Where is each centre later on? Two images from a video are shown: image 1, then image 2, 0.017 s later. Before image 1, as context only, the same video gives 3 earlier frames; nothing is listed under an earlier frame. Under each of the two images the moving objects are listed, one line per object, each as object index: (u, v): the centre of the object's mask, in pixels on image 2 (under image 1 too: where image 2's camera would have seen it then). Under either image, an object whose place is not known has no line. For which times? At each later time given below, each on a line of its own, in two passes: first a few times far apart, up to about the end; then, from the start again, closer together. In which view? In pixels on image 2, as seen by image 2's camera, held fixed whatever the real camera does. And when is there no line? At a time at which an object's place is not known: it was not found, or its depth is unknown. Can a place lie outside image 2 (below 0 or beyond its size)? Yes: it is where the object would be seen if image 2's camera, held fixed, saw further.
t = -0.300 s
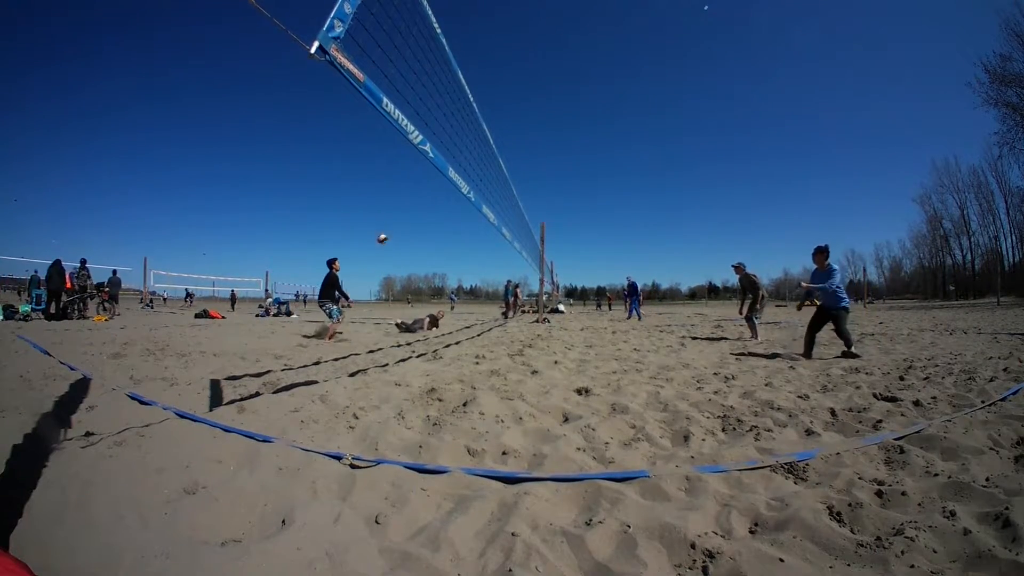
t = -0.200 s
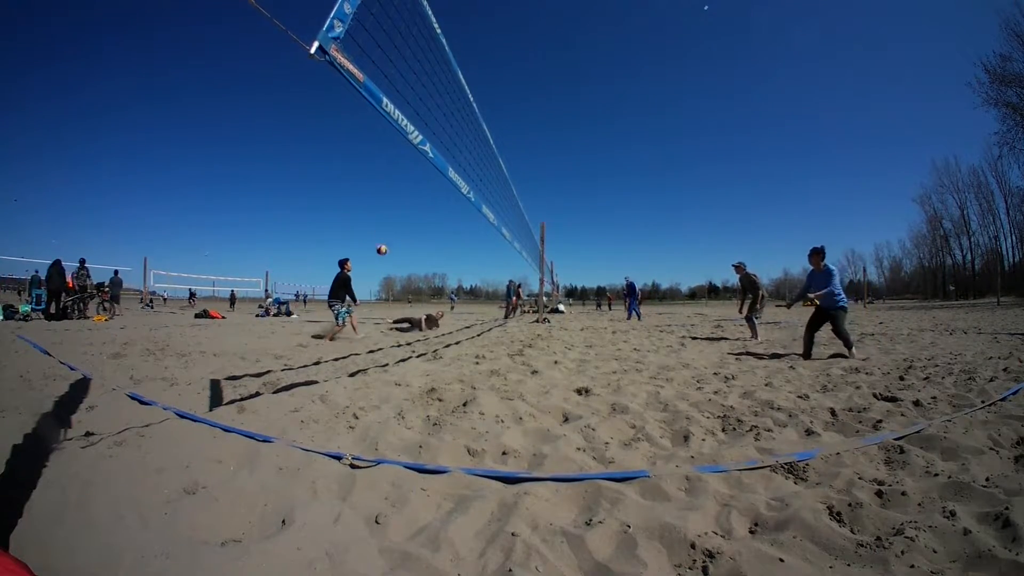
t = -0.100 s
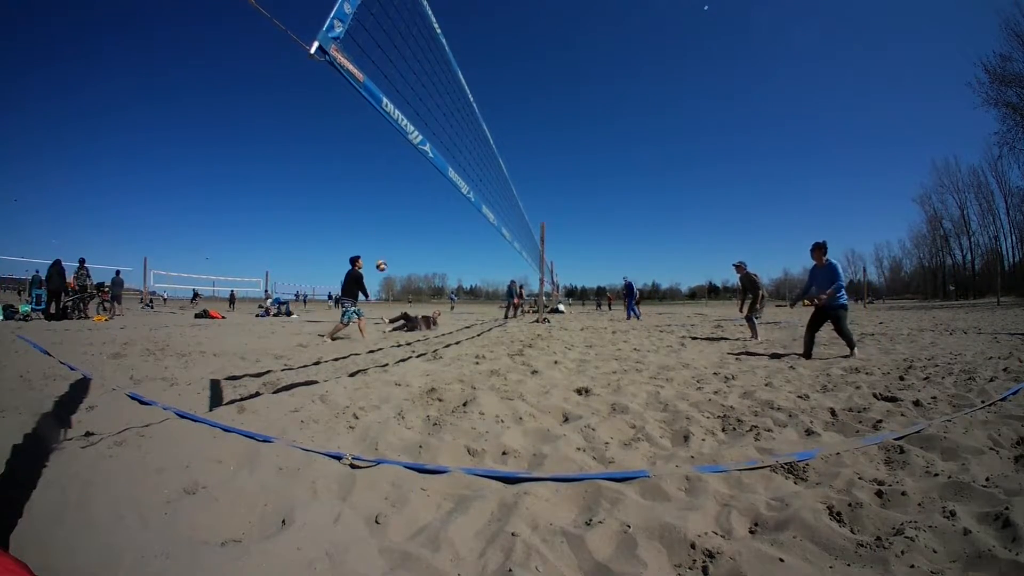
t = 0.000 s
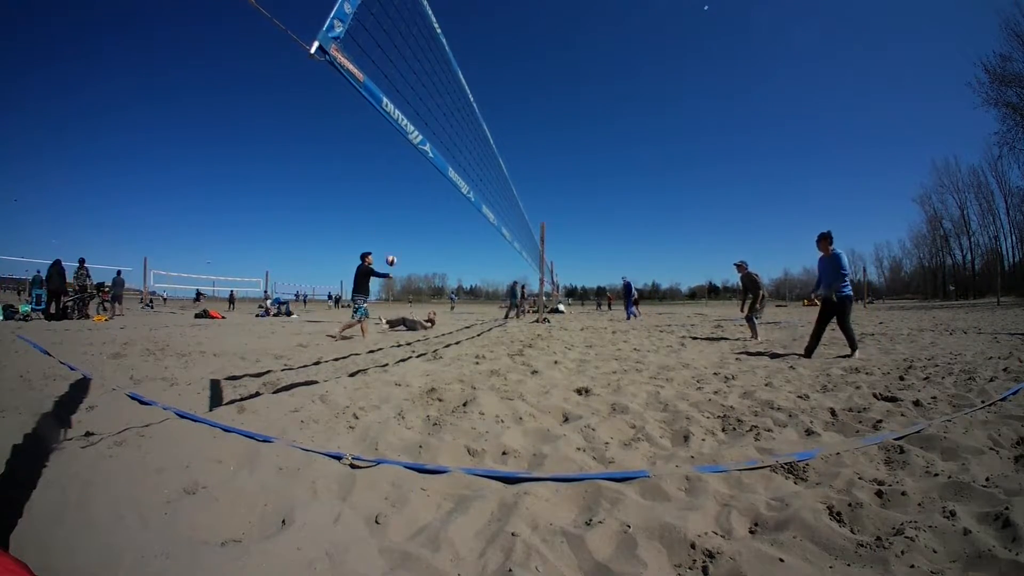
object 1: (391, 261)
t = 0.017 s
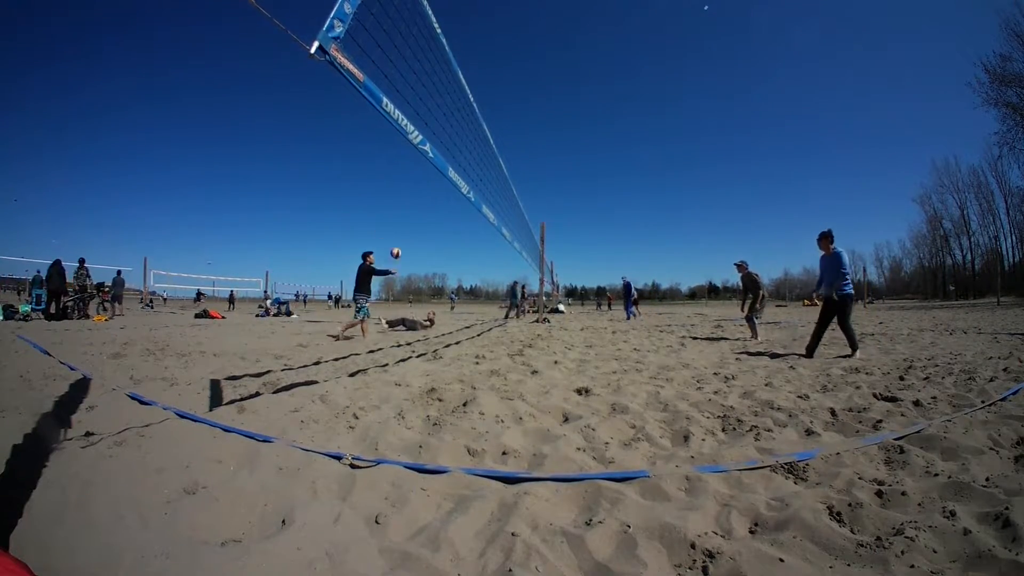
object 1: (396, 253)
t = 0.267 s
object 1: (467, 154)
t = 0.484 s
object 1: (531, 97)
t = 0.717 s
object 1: (597, 65)
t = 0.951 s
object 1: (664, 59)
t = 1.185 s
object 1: (733, 80)
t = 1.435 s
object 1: (810, 135)
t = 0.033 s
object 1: (400, 246)
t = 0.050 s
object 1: (405, 238)
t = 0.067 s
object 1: (409, 231)
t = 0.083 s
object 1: (414, 224)
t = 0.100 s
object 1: (419, 217)
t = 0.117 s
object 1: (423, 210)
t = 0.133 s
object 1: (428, 203)
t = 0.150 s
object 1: (433, 197)
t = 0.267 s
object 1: (467, 154)
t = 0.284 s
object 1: (472, 149)
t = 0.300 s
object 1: (477, 144)
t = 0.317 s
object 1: (482, 139)
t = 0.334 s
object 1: (487, 134)
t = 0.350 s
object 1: (492, 129)
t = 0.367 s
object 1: (496, 125)
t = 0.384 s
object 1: (501, 121)
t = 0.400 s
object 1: (506, 116)
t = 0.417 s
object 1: (511, 113)
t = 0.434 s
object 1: (516, 108)
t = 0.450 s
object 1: (521, 104)
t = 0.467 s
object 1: (525, 101)
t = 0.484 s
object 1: (531, 97)
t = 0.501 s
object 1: (535, 95)
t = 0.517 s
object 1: (540, 91)
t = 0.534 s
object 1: (544, 88)
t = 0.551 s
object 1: (549, 85)
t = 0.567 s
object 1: (554, 83)
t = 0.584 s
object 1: (559, 80)
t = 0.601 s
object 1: (564, 78)
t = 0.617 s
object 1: (568, 75)
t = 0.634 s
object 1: (573, 74)
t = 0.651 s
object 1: (577, 71)
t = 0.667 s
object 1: (582, 70)
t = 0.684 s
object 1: (587, 68)
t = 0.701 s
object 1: (592, 66)
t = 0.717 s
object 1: (597, 65)
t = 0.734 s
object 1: (602, 64)
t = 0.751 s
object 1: (606, 62)
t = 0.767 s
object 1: (611, 61)
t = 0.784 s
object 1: (616, 60)
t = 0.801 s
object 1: (621, 60)
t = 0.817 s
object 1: (626, 59)
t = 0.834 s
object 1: (630, 59)
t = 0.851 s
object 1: (635, 59)
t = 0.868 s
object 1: (639, 58)
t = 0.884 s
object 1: (644, 58)
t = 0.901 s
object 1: (649, 59)
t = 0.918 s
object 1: (654, 59)
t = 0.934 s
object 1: (659, 59)
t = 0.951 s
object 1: (664, 59)
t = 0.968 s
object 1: (668, 60)
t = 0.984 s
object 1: (673, 60)
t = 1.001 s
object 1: (678, 61)
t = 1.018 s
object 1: (683, 62)
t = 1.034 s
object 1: (689, 63)
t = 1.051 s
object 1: (693, 65)
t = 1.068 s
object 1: (698, 66)
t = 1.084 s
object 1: (703, 68)
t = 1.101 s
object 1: (708, 70)
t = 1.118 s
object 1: (713, 71)
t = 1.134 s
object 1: (718, 73)
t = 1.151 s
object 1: (723, 76)
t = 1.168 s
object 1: (729, 79)
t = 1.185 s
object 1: (733, 80)
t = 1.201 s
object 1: (738, 83)
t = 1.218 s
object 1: (743, 85)
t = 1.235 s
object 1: (748, 88)
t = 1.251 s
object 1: (753, 91)
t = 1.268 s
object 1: (759, 95)
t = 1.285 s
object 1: (764, 98)
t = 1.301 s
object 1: (769, 101)
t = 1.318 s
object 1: (774, 105)
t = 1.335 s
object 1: (779, 109)
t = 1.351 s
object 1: (785, 113)
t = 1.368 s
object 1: (790, 117)
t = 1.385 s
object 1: (795, 122)
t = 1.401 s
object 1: (800, 126)
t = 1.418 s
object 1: (805, 130)
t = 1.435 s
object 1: (810, 135)
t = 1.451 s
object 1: (815, 140)
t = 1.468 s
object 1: (821, 146)
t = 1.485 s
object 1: (826, 152)
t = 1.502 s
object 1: (830, 157)
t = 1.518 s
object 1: (835, 163)
